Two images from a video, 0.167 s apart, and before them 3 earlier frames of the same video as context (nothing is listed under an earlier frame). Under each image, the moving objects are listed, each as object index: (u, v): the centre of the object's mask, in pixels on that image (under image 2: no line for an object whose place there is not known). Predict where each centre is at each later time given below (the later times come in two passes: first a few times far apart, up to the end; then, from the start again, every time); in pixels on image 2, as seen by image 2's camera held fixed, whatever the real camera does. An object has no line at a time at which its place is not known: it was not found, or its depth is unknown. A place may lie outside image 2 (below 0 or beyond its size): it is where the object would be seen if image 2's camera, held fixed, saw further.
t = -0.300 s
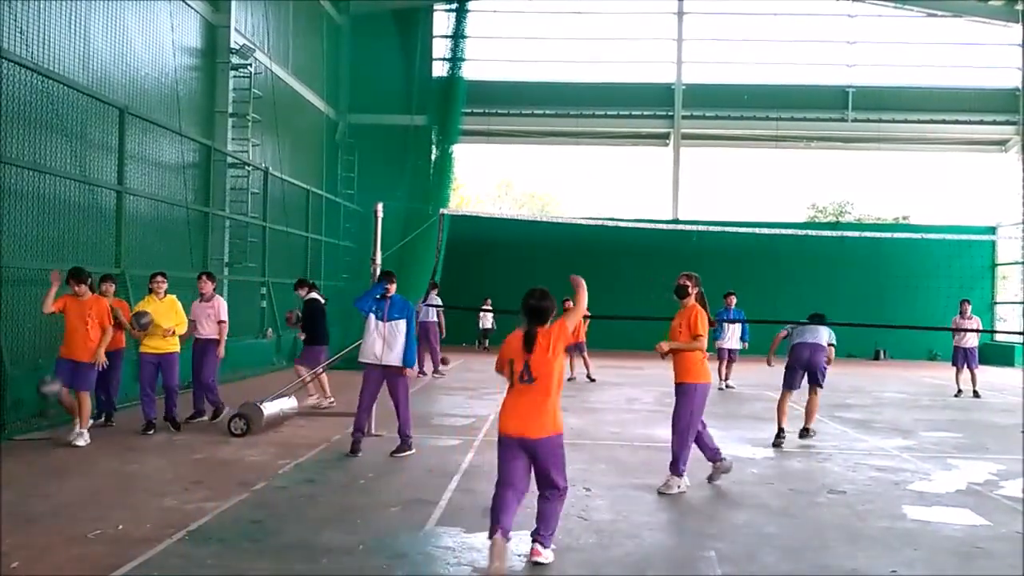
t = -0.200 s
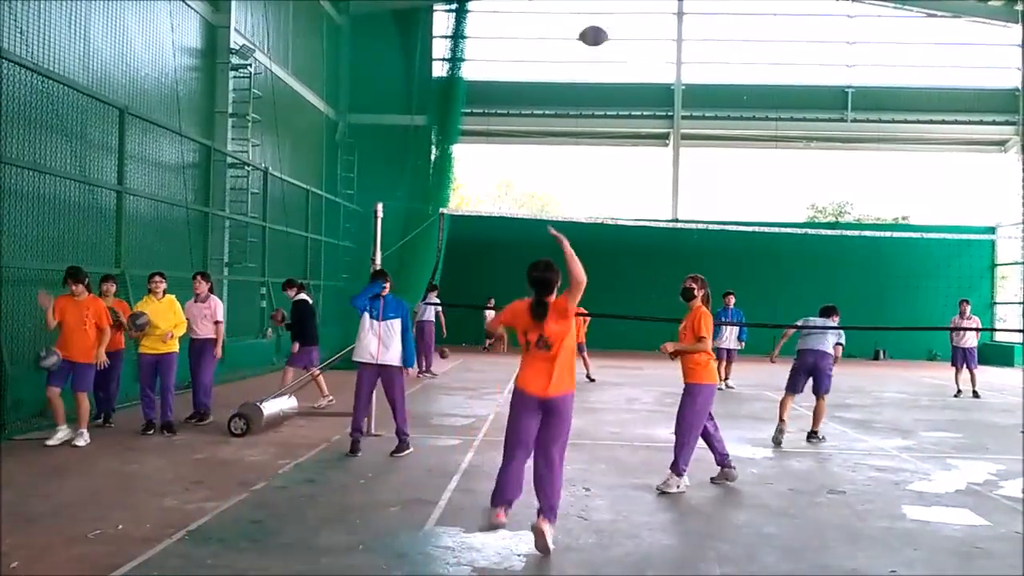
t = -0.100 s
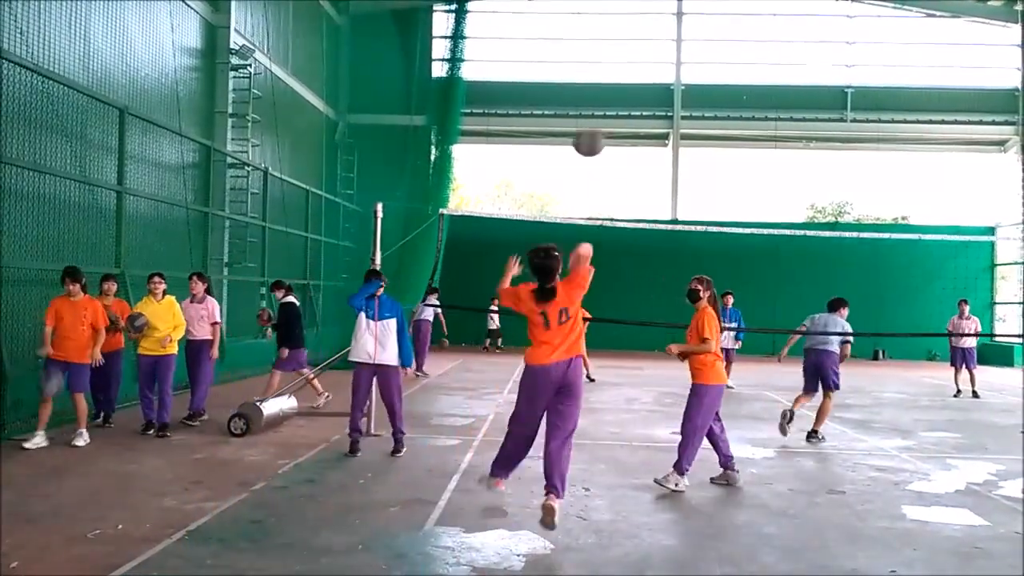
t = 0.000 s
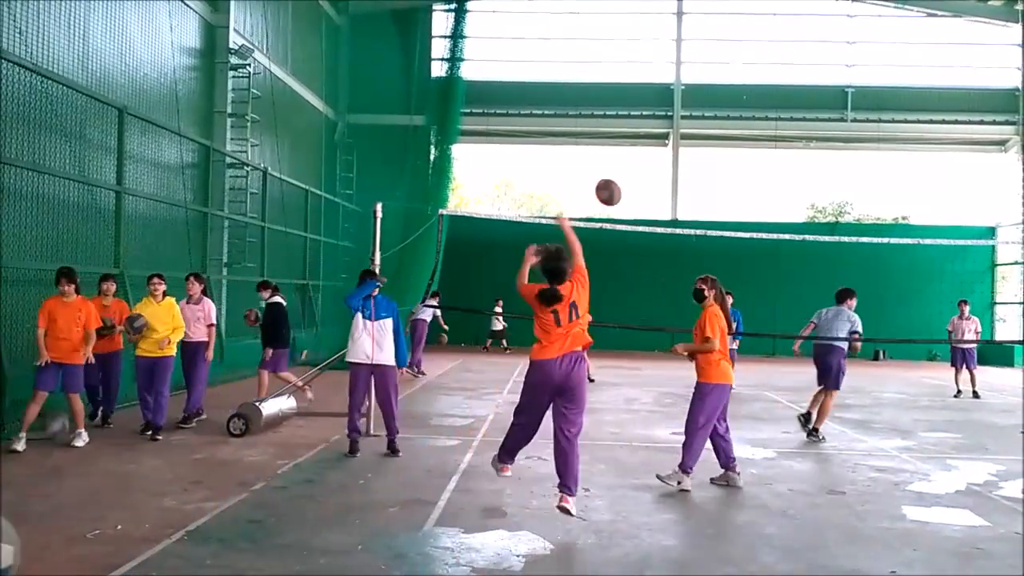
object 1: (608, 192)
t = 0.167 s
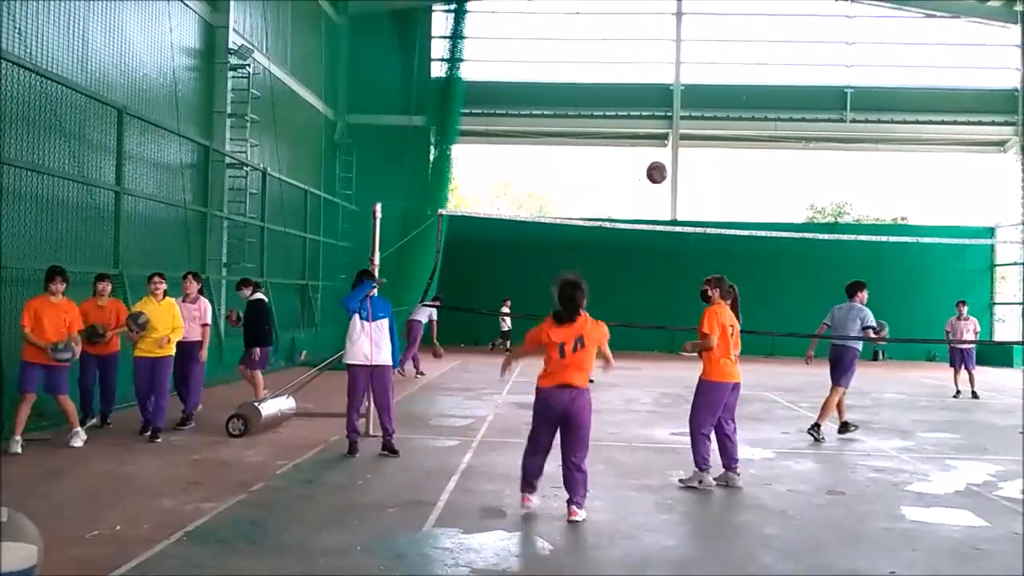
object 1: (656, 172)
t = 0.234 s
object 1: (670, 173)
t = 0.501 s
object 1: (709, 206)
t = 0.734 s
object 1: (734, 257)
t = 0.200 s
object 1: (663, 172)
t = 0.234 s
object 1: (670, 173)
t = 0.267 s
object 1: (676, 175)
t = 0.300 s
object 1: (681, 177)
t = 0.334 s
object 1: (687, 181)
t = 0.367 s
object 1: (692, 185)
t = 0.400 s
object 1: (697, 189)
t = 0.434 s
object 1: (701, 194)
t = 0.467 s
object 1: (706, 200)
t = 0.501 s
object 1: (709, 206)
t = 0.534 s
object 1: (714, 212)
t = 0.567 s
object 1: (718, 219)
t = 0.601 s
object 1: (722, 226)
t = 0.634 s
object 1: (724, 235)
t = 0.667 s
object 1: (727, 241)
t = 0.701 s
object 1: (730, 248)
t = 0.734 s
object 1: (734, 257)
